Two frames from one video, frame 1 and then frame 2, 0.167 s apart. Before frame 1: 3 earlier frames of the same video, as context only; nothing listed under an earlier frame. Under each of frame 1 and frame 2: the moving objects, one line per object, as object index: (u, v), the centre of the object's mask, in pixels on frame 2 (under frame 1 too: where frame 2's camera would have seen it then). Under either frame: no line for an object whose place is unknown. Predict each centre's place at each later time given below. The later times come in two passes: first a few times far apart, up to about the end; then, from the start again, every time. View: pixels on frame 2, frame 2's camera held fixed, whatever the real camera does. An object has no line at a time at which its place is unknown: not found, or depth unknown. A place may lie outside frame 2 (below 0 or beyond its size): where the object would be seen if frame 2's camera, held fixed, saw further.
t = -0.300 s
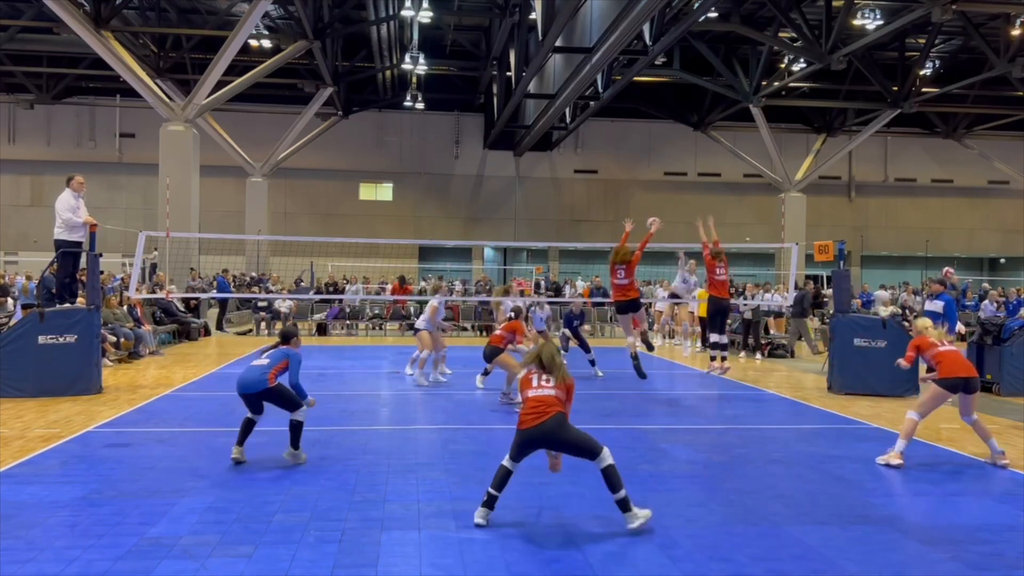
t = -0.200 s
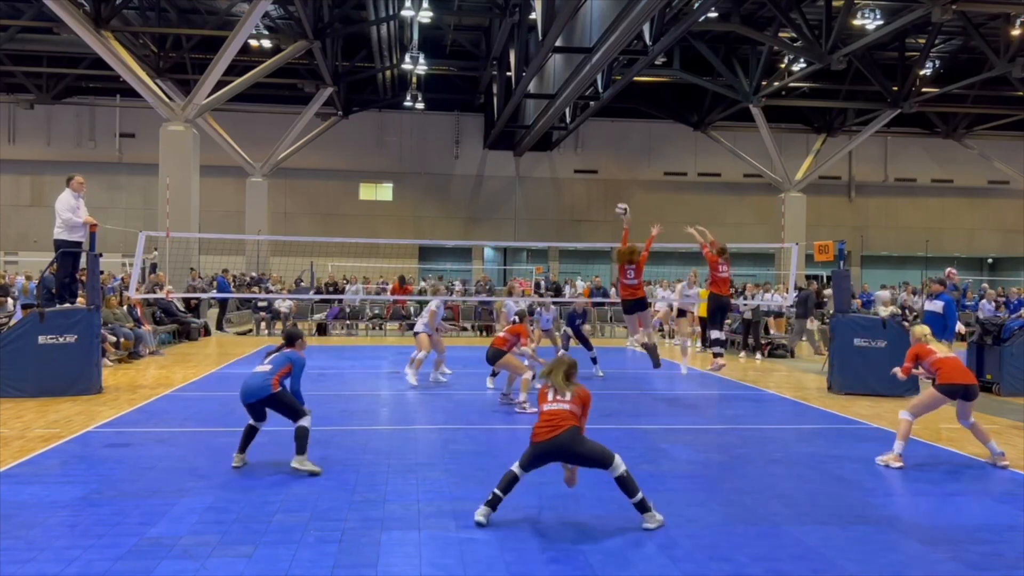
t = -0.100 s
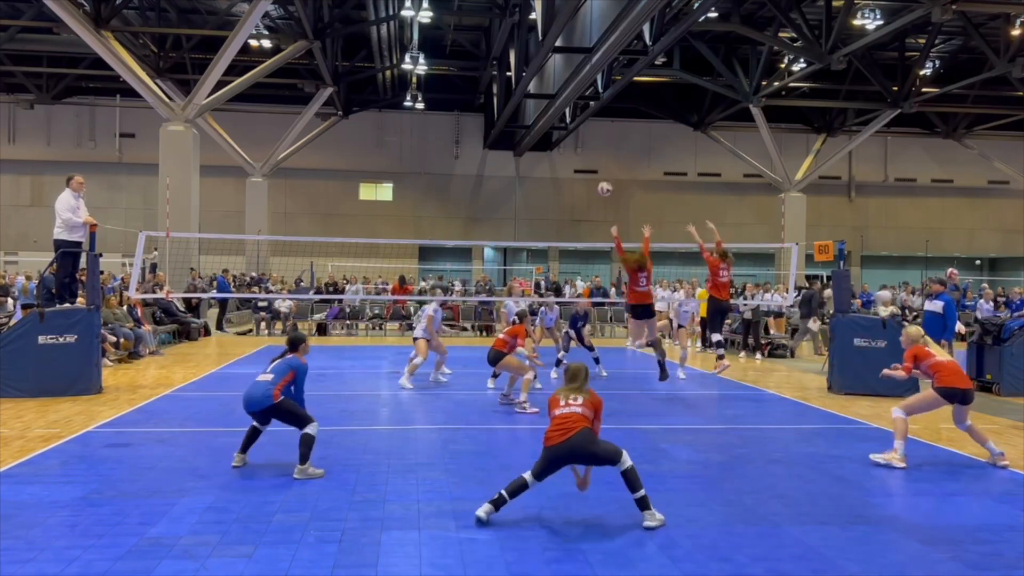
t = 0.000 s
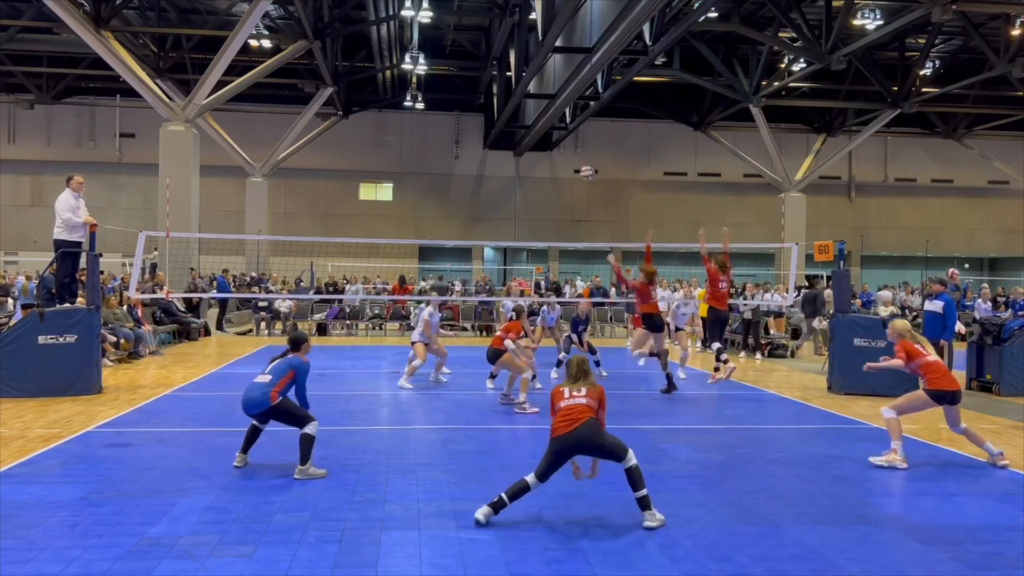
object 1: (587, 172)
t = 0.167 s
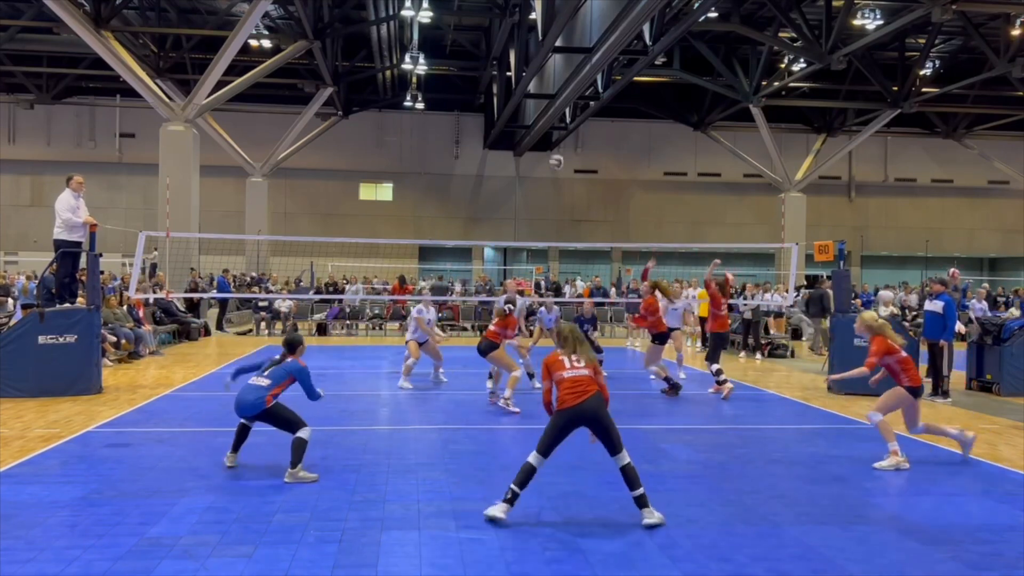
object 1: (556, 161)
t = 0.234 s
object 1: (544, 162)
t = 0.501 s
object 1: (494, 195)
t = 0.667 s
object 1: (463, 241)
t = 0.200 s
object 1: (550, 161)
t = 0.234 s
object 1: (544, 162)
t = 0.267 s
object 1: (538, 163)
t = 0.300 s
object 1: (531, 165)
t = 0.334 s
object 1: (525, 168)
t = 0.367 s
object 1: (519, 172)
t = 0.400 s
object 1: (513, 177)
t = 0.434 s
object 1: (507, 182)
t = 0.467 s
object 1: (500, 188)
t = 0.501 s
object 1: (494, 195)
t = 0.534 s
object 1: (487, 202)
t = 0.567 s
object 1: (481, 211)
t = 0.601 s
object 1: (476, 220)
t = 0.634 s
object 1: (469, 230)
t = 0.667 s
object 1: (463, 241)
